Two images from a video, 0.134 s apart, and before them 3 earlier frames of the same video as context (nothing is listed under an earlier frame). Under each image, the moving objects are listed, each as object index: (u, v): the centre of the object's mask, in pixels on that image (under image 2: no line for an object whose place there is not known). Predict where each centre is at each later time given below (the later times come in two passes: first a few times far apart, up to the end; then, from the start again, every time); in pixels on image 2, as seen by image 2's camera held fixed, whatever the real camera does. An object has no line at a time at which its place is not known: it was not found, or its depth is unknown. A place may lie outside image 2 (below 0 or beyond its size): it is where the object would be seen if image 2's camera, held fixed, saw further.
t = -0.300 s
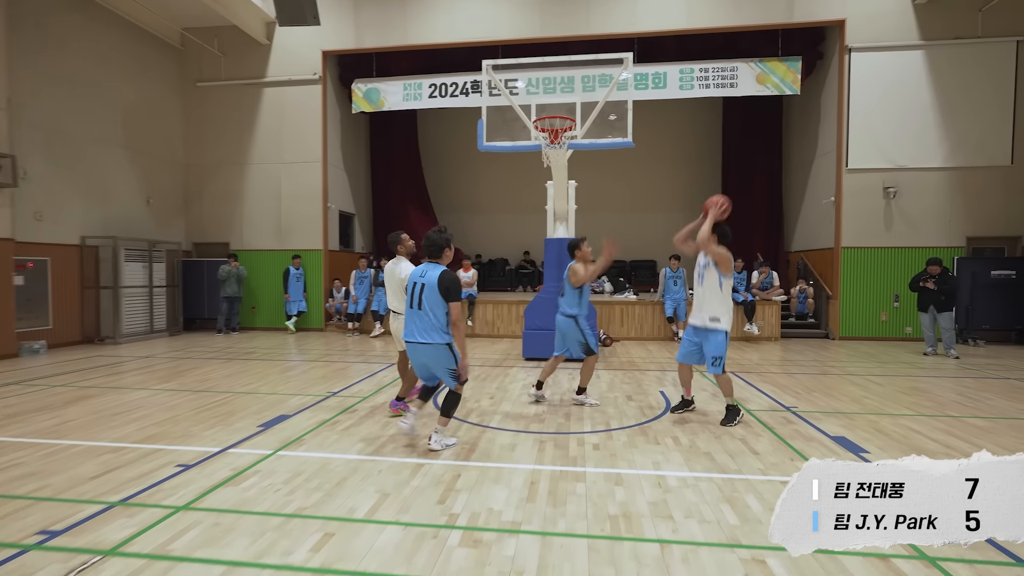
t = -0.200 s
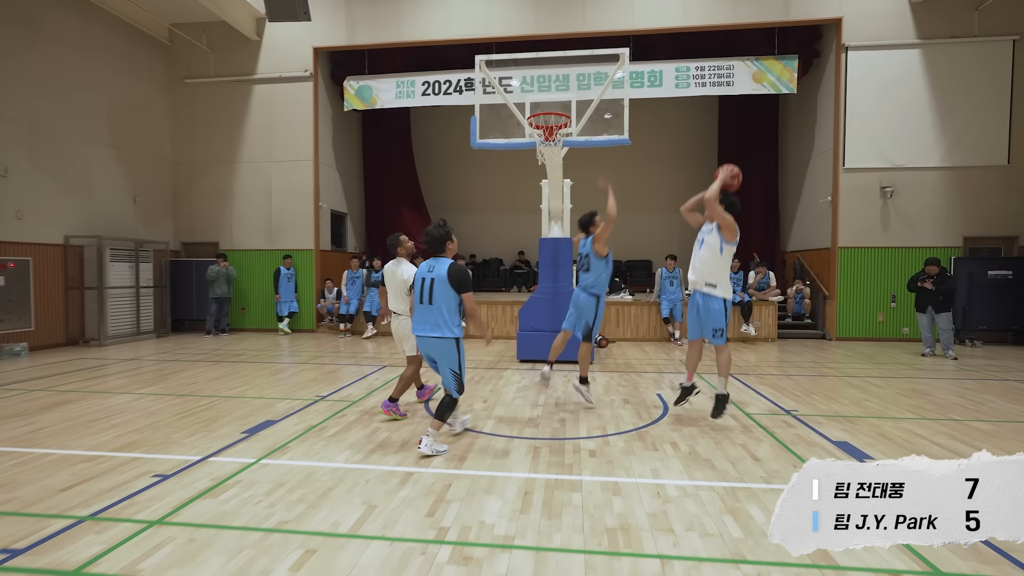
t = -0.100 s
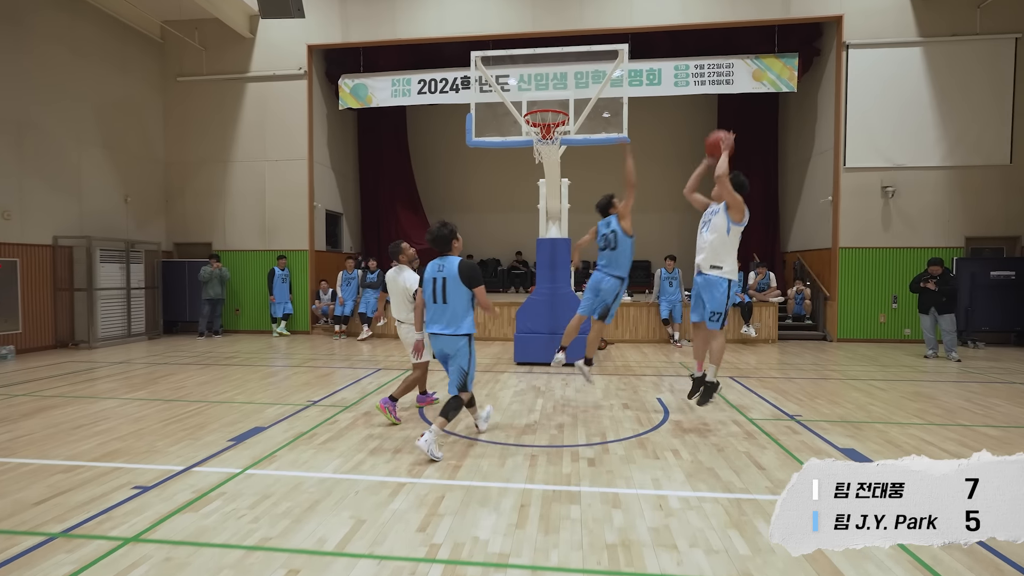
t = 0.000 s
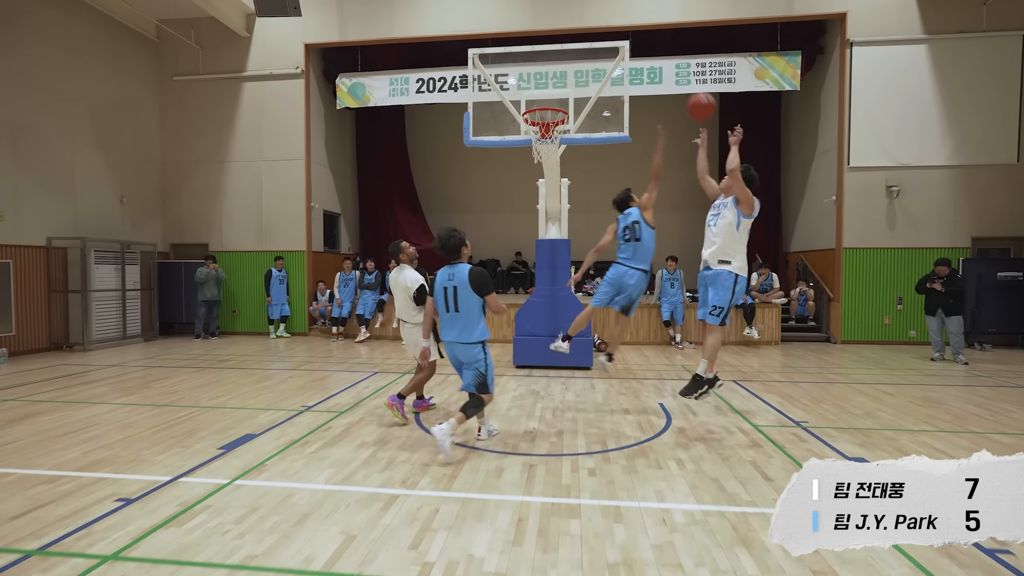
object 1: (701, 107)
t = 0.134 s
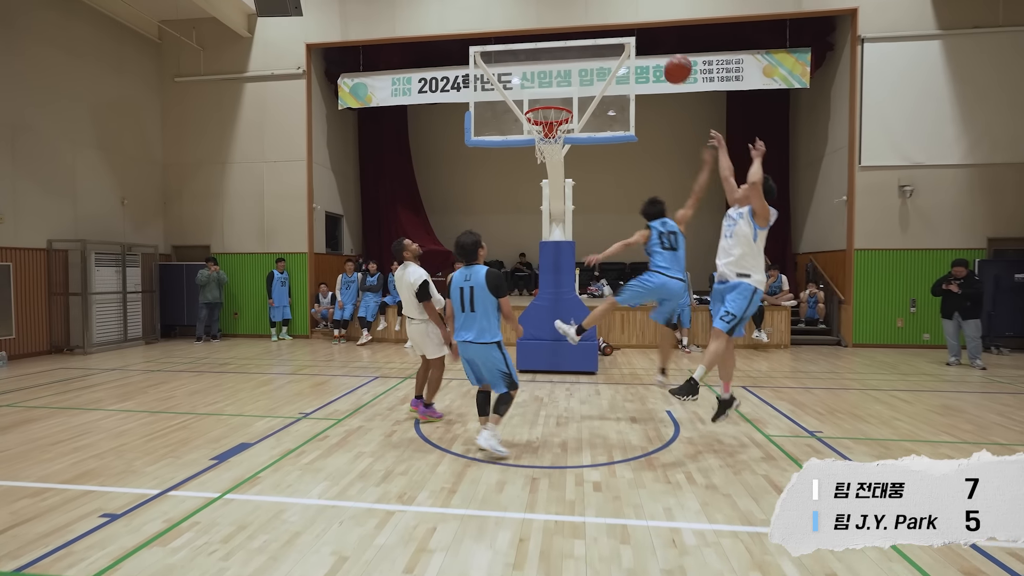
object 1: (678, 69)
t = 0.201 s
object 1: (662, 59)
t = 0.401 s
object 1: (619, 60)
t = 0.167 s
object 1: (670, 64)
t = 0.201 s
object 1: (662, 59)
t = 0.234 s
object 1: (655, 56)
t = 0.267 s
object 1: (648, 55)
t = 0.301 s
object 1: (641, 54)
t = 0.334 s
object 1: (634, 55)
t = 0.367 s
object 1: (626, 57)
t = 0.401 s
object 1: (619, 60)
